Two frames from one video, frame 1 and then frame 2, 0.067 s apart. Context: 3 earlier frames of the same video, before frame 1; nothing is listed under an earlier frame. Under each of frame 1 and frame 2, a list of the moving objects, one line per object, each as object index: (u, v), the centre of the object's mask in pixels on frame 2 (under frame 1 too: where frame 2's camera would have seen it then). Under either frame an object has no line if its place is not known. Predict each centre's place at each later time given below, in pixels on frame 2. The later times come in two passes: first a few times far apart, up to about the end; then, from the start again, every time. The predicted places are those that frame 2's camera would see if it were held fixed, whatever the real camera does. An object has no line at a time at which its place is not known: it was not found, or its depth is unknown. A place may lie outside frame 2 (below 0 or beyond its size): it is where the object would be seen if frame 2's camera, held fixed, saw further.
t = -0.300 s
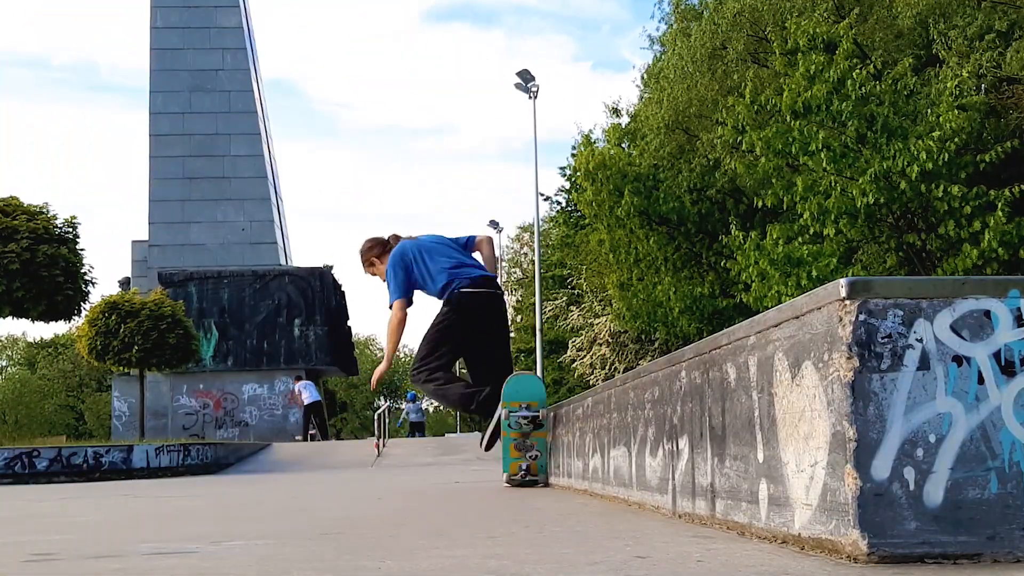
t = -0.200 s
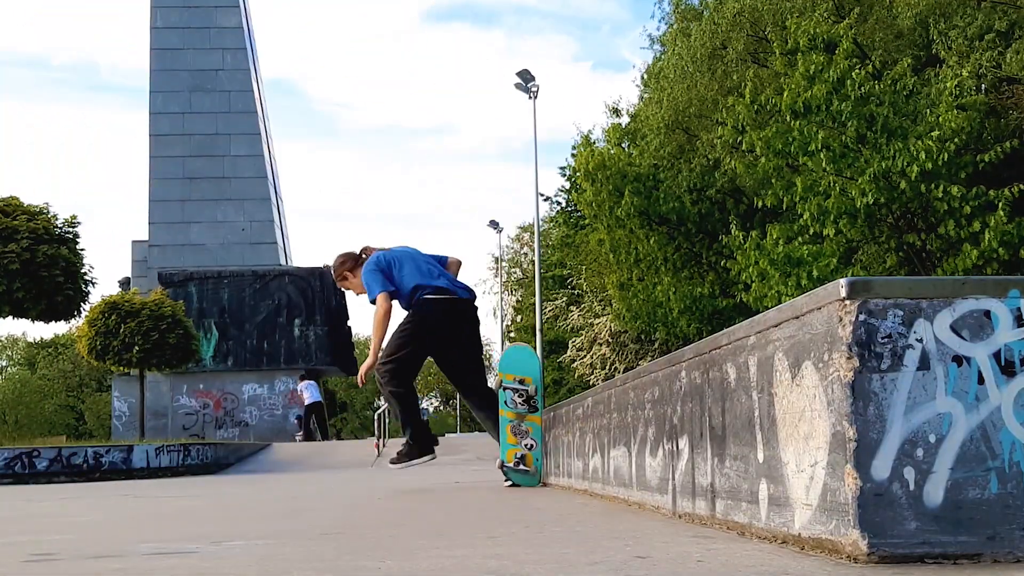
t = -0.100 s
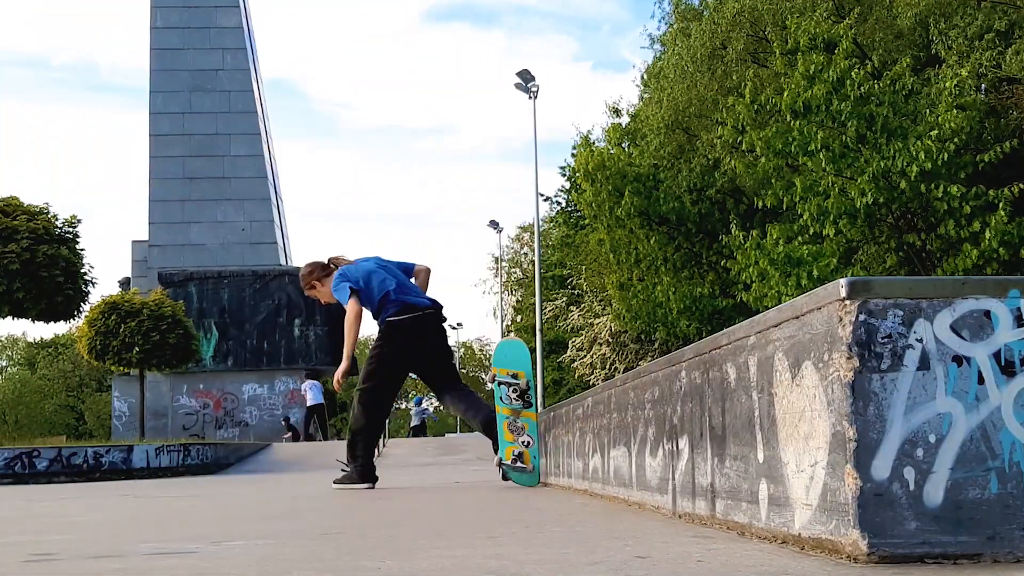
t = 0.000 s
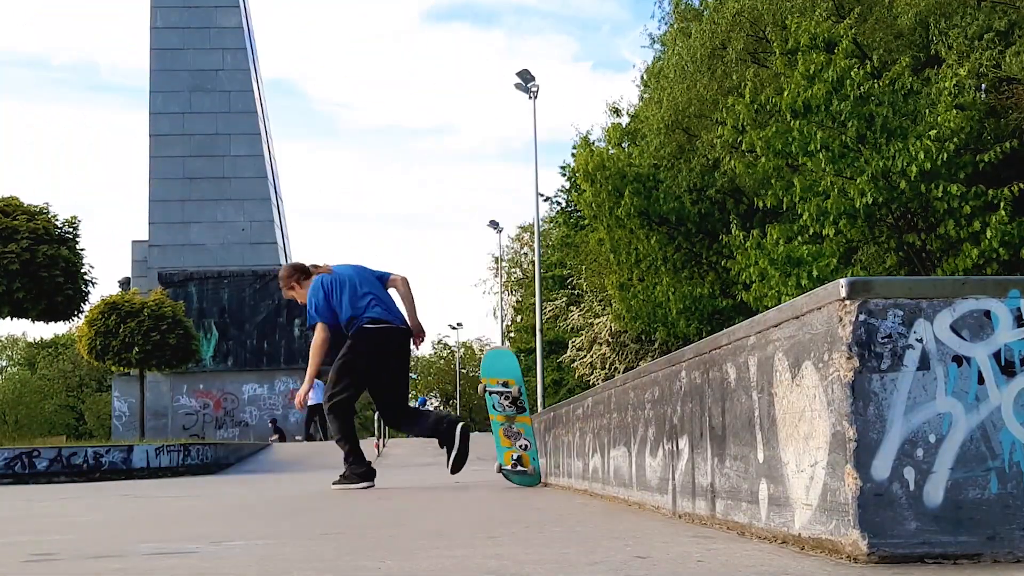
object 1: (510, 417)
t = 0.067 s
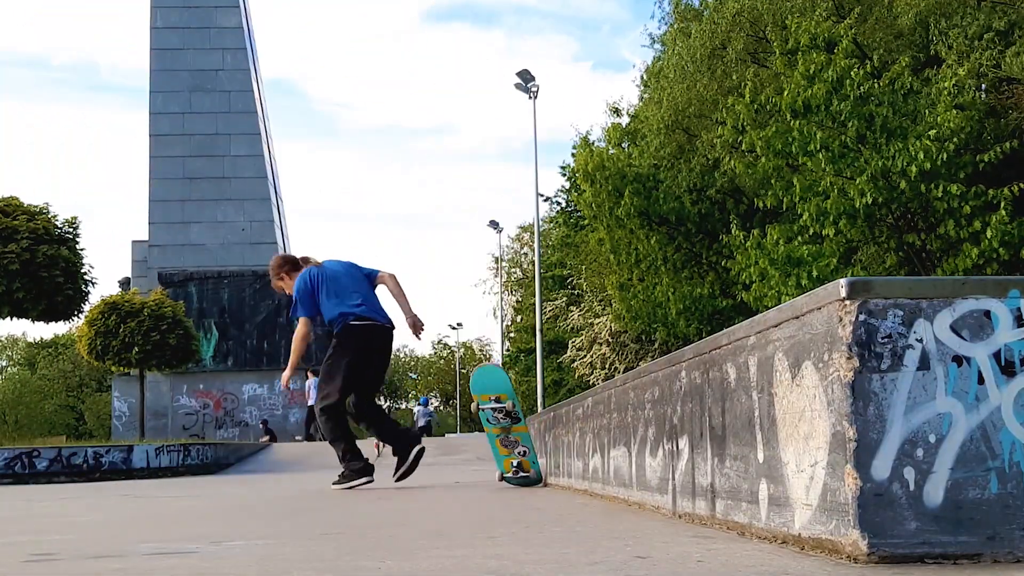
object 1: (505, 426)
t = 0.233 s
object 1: (497, 472)
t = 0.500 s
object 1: (487, 474)
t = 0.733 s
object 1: (482, 473)
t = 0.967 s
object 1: (478, 475)
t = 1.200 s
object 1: (475, 475)
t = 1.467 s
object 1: (472, 474)
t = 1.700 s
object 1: (473, 473)
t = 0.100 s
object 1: (502, 433)
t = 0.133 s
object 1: (499, 440)
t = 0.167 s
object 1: (498, 448)
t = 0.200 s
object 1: (495, 458)
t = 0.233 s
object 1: (497, 472)
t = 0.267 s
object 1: (495, 471)
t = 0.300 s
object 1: (493, 470)
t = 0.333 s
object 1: (491, 469)
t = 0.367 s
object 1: (491, 470)
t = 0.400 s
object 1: (490, 471)
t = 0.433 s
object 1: (490, 472)
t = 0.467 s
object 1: (488, 474)
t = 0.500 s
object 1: (487, 474)
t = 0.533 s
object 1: (486, 474)
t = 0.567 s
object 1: (486, 475)
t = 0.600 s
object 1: (485, 475)
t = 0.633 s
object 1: (485, 475)
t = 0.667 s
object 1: (484, 475)
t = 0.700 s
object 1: (483, 473)
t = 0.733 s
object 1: (482, 473)
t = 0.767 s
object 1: (481, 473)
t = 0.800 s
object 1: (480, 473)
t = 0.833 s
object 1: (478, 475)
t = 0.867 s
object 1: (479, 475)
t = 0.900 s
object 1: (479, 474)
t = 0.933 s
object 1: (479, 475)
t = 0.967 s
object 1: (478, 475)
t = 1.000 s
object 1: (477, 475)
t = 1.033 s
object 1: (477, 475)
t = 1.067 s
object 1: (476, 475)
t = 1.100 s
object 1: (476, 475)
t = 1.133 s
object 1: (476, 475)
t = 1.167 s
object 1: (475, 475)
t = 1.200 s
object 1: (475, 475)
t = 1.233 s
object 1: (475, 473)
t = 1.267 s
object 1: (475, 473)
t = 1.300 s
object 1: (474, 473)
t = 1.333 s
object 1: (473, 473)
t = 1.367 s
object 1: (473, 473)
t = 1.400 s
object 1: (473, 473)
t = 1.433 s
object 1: (473, 473)
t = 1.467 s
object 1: (472, 474)
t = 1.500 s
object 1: (473, 474)
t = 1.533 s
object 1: (473, 474)
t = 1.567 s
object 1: (473, 474)
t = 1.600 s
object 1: (472, 473)
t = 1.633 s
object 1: (473, 473)
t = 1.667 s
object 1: (473, 473)
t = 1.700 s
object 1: (473, 473)
